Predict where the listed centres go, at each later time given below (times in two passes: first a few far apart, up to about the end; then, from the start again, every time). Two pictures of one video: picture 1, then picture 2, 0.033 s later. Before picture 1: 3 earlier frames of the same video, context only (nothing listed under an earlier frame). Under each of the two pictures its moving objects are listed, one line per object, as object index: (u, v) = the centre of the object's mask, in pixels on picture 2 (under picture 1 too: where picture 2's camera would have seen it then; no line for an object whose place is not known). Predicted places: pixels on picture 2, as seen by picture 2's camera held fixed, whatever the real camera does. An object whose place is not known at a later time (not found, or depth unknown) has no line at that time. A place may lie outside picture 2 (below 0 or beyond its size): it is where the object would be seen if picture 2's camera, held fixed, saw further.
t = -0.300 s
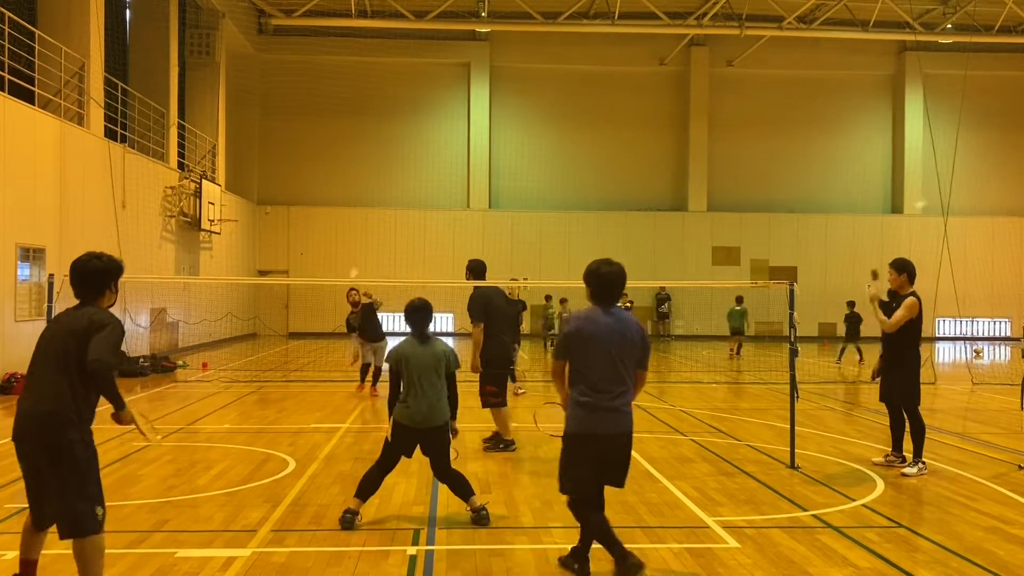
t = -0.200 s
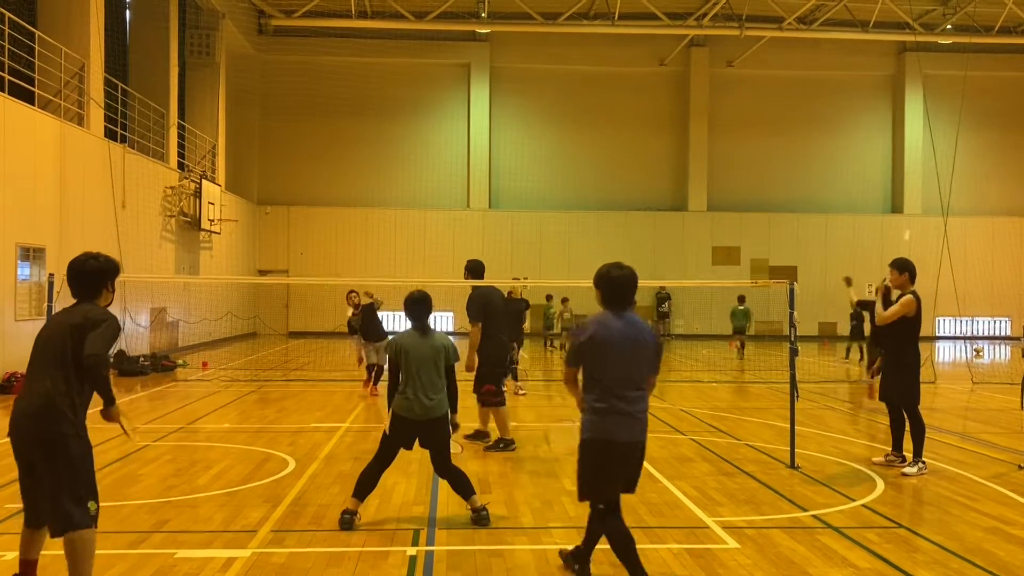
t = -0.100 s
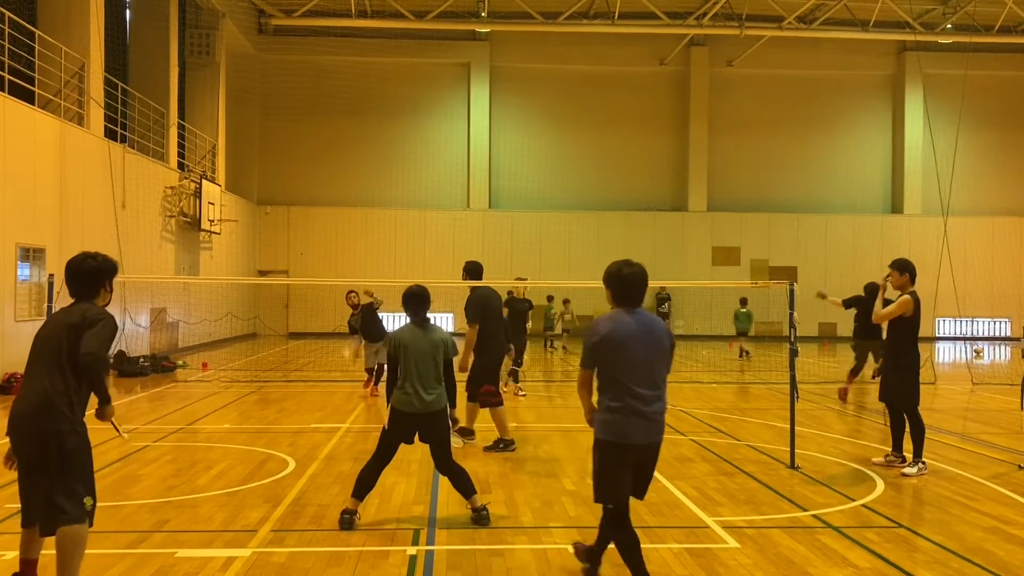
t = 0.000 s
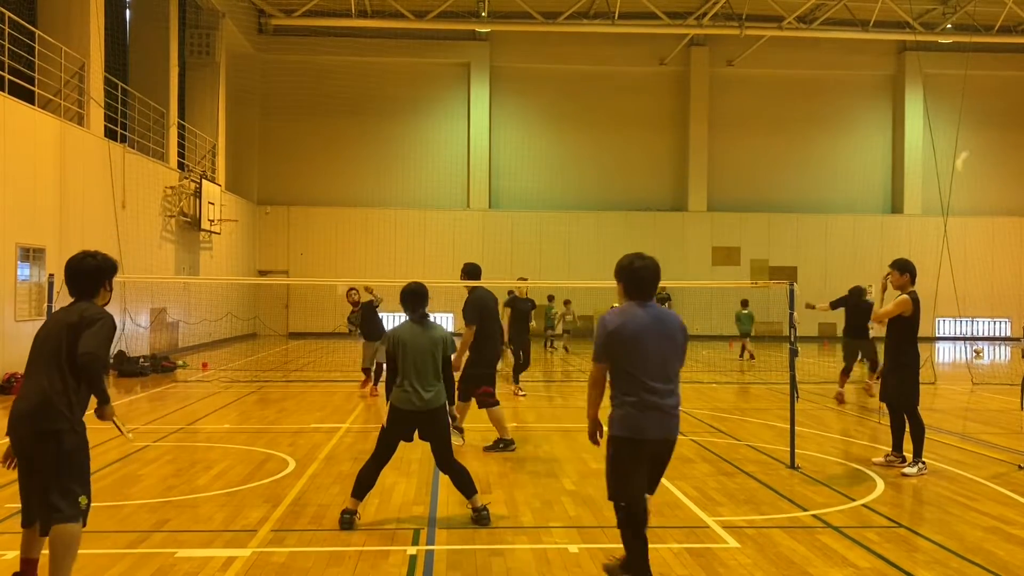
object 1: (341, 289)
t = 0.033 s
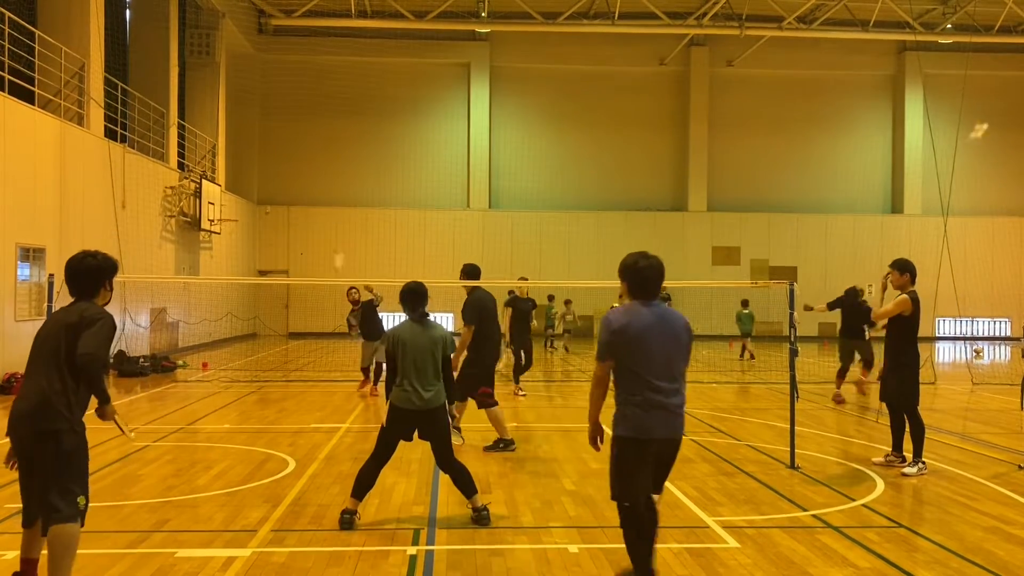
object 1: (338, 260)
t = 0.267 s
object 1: (329, 139)
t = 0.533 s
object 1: (318, 78)
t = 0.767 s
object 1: (306, 84)
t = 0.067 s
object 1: (337, 239)
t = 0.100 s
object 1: (335, 217)
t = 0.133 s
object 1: (332, 199)
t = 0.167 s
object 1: (331, 181)
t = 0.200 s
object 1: (330, 165)
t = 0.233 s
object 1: (329, 152)
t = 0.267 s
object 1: (329, 139)
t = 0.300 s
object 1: (327, 128)
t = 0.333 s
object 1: (327, 118)
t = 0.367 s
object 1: (326, 108)
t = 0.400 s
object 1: (325, 100)
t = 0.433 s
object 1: (323, 93)
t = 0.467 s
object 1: (322, 86)
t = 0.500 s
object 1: (319, 82)
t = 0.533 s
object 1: (318, 78)
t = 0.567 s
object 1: (316, 76)
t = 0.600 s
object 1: (314, 75)
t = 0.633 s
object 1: (312, 74)
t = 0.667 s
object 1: (311, 75)
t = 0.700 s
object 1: (309, 77)
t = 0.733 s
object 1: (307, 80)
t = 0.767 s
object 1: (306, 84)
